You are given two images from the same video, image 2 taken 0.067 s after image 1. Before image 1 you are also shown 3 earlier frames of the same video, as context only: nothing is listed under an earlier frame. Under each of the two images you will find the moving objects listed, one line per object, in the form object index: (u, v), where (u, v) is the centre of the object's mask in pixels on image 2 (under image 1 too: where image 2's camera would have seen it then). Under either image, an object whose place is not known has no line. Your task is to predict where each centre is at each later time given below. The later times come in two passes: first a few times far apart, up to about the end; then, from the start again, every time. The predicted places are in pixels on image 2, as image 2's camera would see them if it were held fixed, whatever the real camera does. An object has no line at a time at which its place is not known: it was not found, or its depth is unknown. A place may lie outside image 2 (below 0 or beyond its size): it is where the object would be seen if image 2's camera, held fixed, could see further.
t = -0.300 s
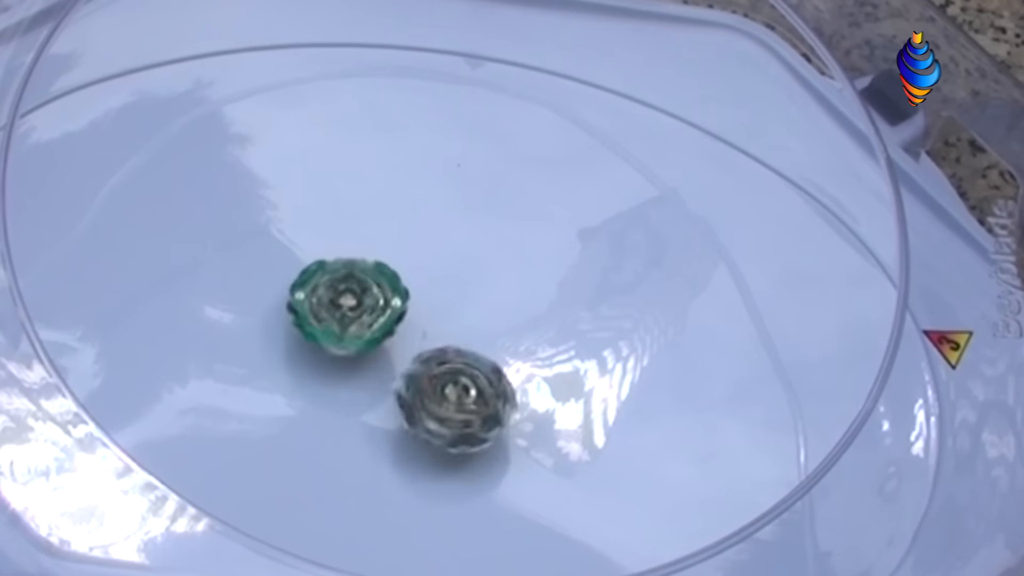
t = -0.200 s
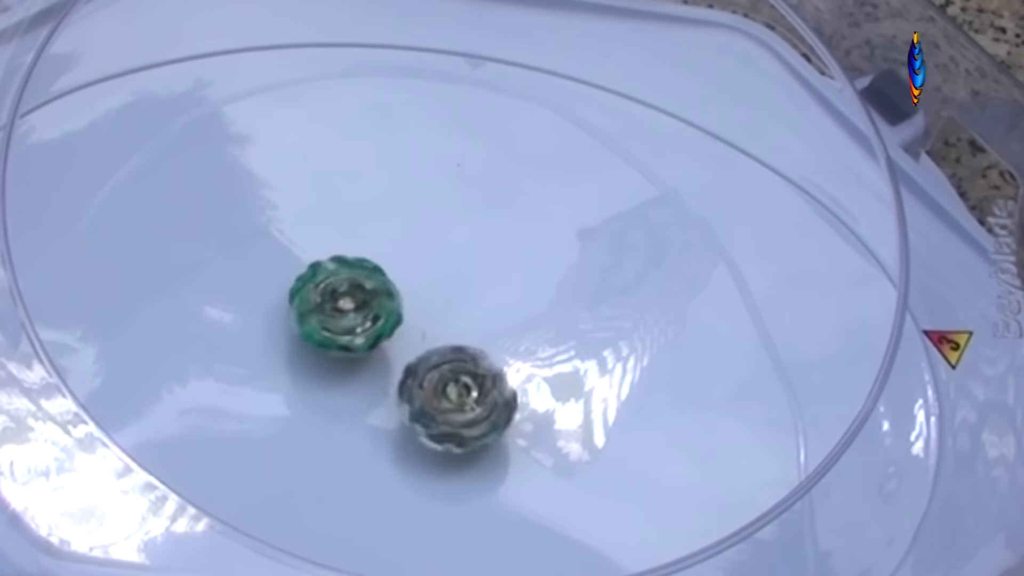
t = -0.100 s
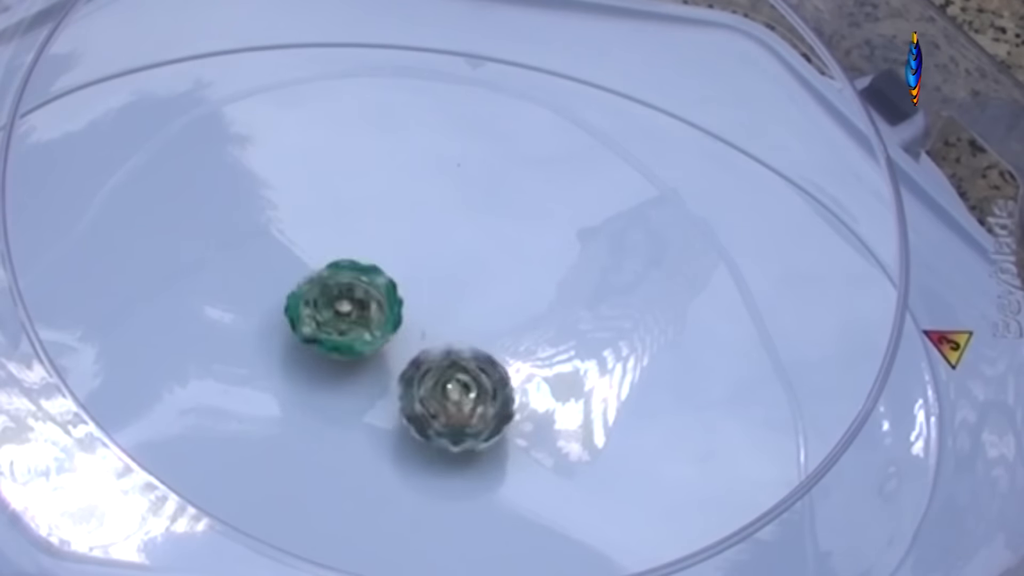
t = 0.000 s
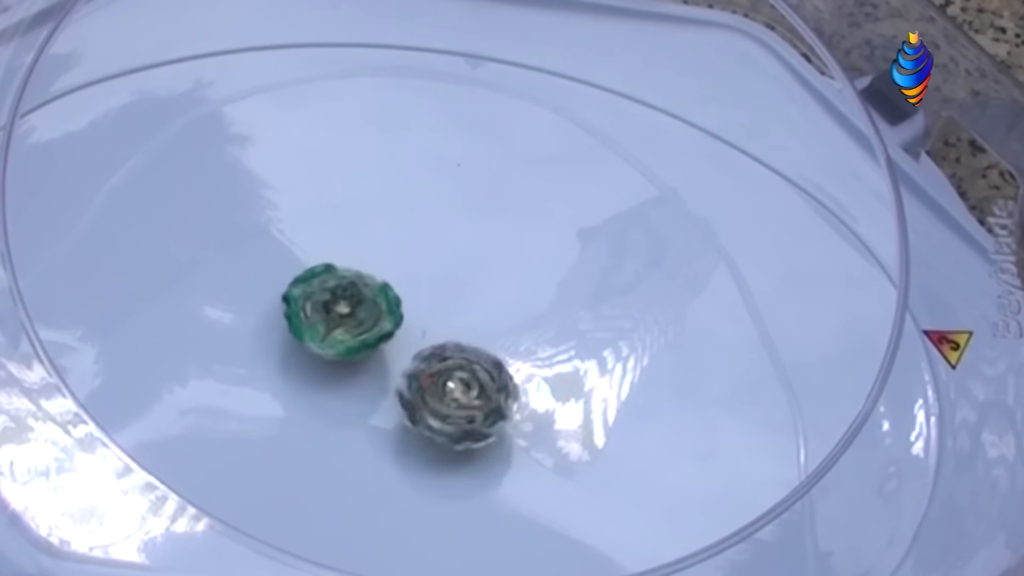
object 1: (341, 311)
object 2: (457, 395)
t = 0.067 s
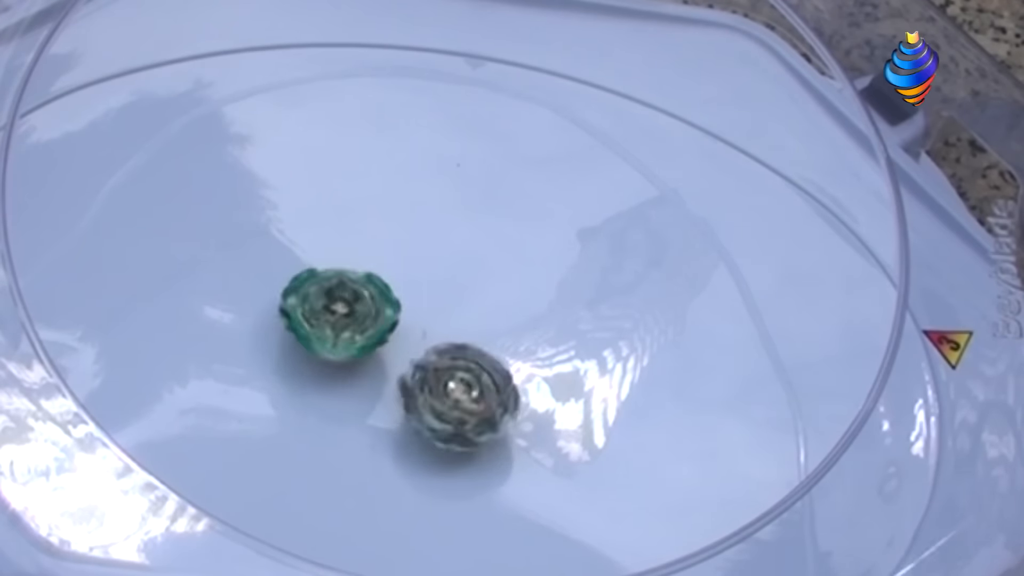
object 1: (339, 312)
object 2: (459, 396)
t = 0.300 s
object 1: (335, 314)
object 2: (458, 392)
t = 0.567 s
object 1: (338, 316)
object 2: (458, 391)
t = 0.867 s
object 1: (338, 323)
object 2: (457, 386)
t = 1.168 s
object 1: (334, 328)
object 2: (456, 385)
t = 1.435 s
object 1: (335, 328)
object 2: (456, 383)
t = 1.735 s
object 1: (337, 334)
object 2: (457, 380)
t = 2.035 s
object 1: (340, 337)
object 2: (456, 378)
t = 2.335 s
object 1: (333, 325)
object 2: (461, 384)
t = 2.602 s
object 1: (342, 331)
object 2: (460, 379)
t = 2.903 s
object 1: (345, 332)
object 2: (456, 379)
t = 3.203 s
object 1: (342, 325)
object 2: (460, 379)
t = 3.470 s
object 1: (343, 316)
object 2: (459, 383)
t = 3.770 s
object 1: (346, 321)
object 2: (457, 380)
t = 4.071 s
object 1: (345, 323)
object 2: (455, 377)
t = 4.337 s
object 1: (318, 276)
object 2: (469, 404)
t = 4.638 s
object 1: (348, 284)
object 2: (448, 393)
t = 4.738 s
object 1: (364, 293)
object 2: (446, 399)
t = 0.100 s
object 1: (339, 311)
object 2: (458, 396)
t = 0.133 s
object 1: (340, 312)
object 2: (458, 394)
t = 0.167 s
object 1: (336, 312)
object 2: (457, 393)
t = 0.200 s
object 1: (339, 312)
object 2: (458, 395)
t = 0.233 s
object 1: (336, 312)
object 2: (458, 394)
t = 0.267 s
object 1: (337, 311)
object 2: (459, 393)
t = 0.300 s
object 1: (335, 314)
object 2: (458, 392)
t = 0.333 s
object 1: (337, 312)
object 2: (457, 394)
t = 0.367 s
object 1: (337, 314)
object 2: (459, 392)
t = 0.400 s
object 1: (336, 313)
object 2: (460, 392)
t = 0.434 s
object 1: (337, 316)
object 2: (459, 391)
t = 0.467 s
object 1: (335, 315)
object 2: (456, 392)
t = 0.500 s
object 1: (337, 315)
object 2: (459, 391)
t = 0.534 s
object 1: (335, 317)
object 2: (459, 391)
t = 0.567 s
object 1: (338, 316)
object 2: (458, 391)
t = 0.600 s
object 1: (337, 319)
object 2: (456, 389)
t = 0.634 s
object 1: (337, 317)
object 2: (458, 390)
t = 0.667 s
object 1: (338, 321)
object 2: (459, 390)
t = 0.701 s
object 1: (337, 319)
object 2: (457, 389)
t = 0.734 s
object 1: (339, 320)
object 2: (456, 386)
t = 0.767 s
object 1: (336, 322)
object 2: (458, 389)
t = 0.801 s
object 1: (339, 322)
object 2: (458, 389)
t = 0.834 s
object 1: (338, 324)
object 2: (457, 387)
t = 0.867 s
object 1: (338, 323)
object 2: (457, 386)
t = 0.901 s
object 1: (339, 326)
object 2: (456, 388)
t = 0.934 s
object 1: (336, 325)
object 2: (458, 387)
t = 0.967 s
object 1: (338, 326)
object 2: (458, 386)
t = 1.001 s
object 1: (335, 327)
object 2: (458, 385)
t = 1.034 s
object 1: (337, 326)
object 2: (457, 386)
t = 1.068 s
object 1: (336, 327)
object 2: (458, 386)
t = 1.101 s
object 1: (334, 326)
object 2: (458, 385)
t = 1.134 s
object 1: (337, 328)
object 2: (458, 383)
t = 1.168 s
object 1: (334, 328)
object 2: (456, 385)
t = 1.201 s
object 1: (335, 326)
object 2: (458, 384)
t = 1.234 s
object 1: (334, 329)
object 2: (458, 384)
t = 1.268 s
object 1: (335, 327)
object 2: (458, 382)
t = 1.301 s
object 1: (336, 329)
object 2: (456, 384)
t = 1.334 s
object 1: (333, 329)
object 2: (458, 383)
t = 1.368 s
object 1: (336, 328)
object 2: (458, 383)
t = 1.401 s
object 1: (335, 330)
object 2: (458, 381)
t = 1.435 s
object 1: (335, 328)
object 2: (456, 383)
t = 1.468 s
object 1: (336, 331)
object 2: (458, 383)
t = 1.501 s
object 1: (335, 330)
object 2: (457, 382)
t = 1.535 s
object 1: (337, 330)
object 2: (458, 380)
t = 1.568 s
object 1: (335, 332)
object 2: (456, 381)
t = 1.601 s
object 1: (337, 331)
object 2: (457, 381)
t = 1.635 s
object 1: (338, 332)
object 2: (457, 381)
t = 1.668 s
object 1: (336, 332)
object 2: (458, 380)
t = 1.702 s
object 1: (339, 332)
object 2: (455, 381)
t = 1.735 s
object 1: (337, 334)
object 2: (457, 380)
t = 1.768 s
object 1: (338, 333)
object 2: (457, 380)
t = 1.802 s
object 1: (339, 336)
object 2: (457, 379)
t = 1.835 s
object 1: (337, 335)
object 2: (454, 380)
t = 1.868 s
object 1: (340, 335)
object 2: (457, 378)
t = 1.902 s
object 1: (338, 338)
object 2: (457, 379)
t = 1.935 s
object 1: (340, 336)
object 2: (456, 378)
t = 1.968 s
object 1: (340, 338)
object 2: (454, 378)
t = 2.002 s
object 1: (336, 338)
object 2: (456, 377)
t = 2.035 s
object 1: (340, 337)
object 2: (456, 378)
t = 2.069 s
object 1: (339, 339)
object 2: (455, 376)
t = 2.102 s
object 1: (332, 334)
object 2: (460, 381)
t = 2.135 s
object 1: (334, 330)
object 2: (464, 382)
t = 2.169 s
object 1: (334, 329)
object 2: (463, 384)
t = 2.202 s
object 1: (331, 328)
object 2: (460, 384)
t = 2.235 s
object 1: (332, 326)
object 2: (461, 381)
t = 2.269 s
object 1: (334, 328)
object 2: (463, 381)
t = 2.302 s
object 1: (331, 327)
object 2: (462, 381)
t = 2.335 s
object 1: (333, 325)
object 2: (461, 384)
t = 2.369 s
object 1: (335, 327)
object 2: (459, 382)
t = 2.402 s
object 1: (333, 328)
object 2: (461, 379)
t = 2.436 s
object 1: (335, 326)
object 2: (462, 381)
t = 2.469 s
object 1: (337, 327)
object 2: (462, 381)
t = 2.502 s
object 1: (337, 329)
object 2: (459, 381)
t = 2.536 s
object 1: (338, 327)
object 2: (457, 378)
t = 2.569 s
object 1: (341, 328)
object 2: (460, 377)
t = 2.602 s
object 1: (342, 331)
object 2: (460, 379)
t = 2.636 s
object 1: (343, 331)
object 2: (458, 378)
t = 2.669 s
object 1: (346, 331)
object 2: (458, 378)
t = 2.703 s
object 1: (345, 331)
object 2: (459, 378)
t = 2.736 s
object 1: (345, 330)
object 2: (458, 379)
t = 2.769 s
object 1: (346, 330)
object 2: (456, 379)
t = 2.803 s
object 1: (346, 330)
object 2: (457, 376)
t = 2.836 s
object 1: (345, 331)
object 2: (459, 378)
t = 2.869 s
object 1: (343, 331)
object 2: (459, 381)
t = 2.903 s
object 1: (345, 332)
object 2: (456, 379)
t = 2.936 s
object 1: (344, 331)
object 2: (453, 377)
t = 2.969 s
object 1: (342, 331)
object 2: (458, 377)
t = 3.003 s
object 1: (342, 331)
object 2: (459, 377)
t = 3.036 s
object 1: (343, 330)
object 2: (455, 379)
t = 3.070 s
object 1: (342, 330)
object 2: (455, 379)
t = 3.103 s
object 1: (339, 327)
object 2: (458, 378)
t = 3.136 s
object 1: (342, 326)
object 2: (456, 378)
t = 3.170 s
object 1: (344, 326)
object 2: (454, 379)
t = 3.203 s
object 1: (342, 325)
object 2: (460, 379)
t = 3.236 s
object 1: (339, 322)
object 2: (460, 382)
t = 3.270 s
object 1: (342, 320)
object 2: (456, 382)
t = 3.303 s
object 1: (342, 321)
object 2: (456, 380)
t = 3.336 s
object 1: (345, 322)
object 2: (457, 379)
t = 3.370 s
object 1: (345, 323)
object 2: (457, 380)
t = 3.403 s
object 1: (344, 324)
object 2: (458, 381)
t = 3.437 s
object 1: (344, 321)
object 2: (455, 382)
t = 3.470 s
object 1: (343, 316)
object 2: (459, 383)
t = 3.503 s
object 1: (344, 313)
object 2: (460, 383)
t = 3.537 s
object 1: (347, 313)
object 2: (458, 383)
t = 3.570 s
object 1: (346, 317)
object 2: (455, 382)
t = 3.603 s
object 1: (345, 317)
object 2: (458, 380)
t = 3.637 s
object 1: (344, 316)
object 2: (459, 381)
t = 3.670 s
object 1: (347, 317)
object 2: (457, 383)
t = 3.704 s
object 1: (348, 318)
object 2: (455, 382)
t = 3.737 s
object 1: (347, 321)
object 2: (456, 379)
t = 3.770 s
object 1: (346, 321)
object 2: (457, 380)
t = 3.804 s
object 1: (345, 322)
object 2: (458, 380)
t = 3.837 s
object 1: (346, 321)
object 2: (456, 379)
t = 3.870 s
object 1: (347, 322)
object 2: (454, 379)
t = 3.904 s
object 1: (347, 323)
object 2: (456, 377)
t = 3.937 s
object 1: (346, 324)
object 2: (457, 377)
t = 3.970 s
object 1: (344, 324)
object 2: (455, 379)
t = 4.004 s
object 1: (343, 324)
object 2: (456, 378)
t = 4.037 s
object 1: (343, 323)
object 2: (454, 376)
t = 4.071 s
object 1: (345, 323)
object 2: (455, 377)
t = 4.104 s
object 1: (345, 324)
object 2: (455, 377)
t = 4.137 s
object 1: (346, 325)
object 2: (454, 376)
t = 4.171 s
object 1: (344, 325)
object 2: (454, 376)
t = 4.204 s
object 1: (335, 313)
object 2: (465, 387)
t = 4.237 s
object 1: (325, 300)
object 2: (471, 398)
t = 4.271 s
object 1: (319, 290)
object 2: (472, 403)
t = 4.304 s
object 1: (318, 282)
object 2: (470, 404)
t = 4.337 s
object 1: (318, 276)
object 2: (469, 404)
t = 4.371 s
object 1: (320, 271)
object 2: (467, 403)
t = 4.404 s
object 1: (322, 270)
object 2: (467, 403)
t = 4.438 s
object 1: (325, 268)
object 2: (465, 402)
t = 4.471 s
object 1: (327, 268)
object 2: (464, 402)
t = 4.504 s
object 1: (331, 268)
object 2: (461, 401)
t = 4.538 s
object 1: (334, 270)
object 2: (458, 401)
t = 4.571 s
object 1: (339, 273)
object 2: (456, 398)
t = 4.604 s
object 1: (343, 278)
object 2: (451, 396)
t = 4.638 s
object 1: (348, 284)
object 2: (448, 393)
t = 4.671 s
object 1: (353, 292)
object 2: (444, 387)
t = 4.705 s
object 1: (358, 303)
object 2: (443, 384)
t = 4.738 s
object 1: (364, 293)
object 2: (446, 399)
